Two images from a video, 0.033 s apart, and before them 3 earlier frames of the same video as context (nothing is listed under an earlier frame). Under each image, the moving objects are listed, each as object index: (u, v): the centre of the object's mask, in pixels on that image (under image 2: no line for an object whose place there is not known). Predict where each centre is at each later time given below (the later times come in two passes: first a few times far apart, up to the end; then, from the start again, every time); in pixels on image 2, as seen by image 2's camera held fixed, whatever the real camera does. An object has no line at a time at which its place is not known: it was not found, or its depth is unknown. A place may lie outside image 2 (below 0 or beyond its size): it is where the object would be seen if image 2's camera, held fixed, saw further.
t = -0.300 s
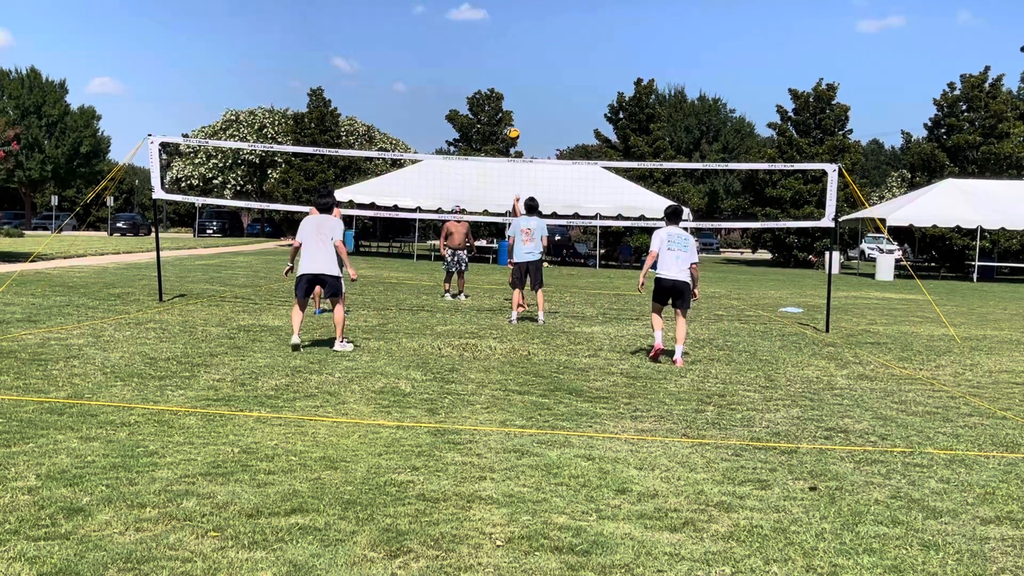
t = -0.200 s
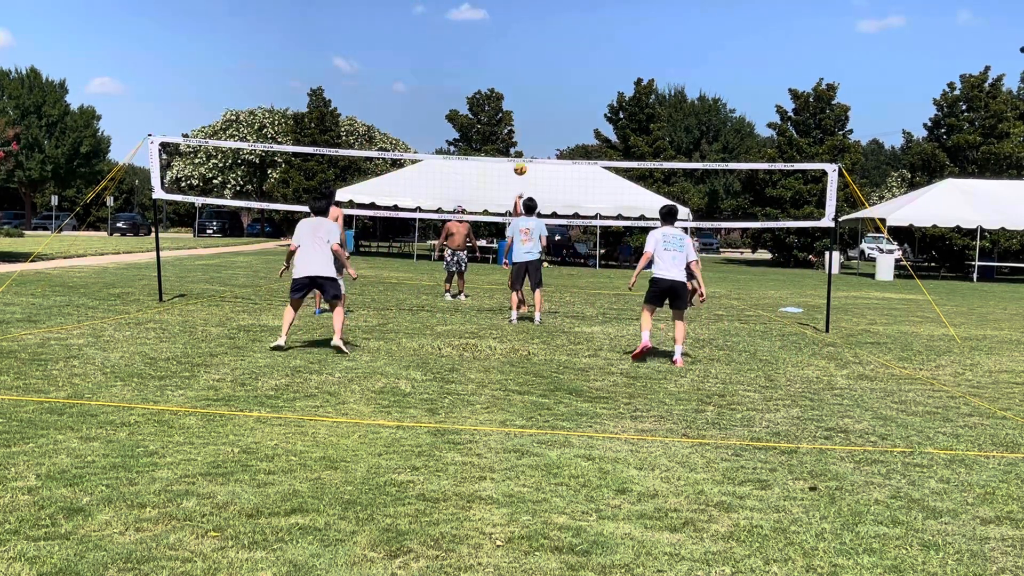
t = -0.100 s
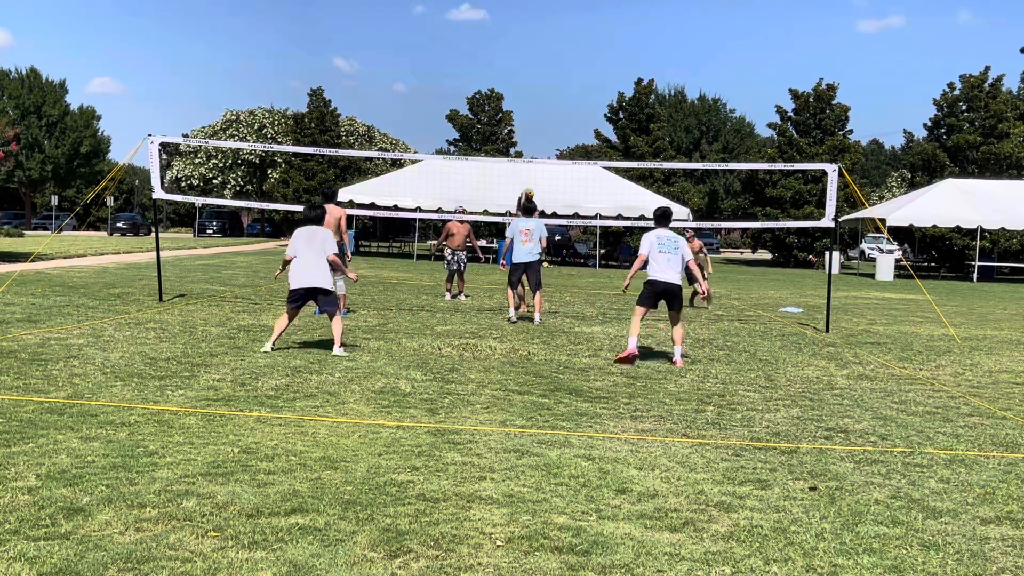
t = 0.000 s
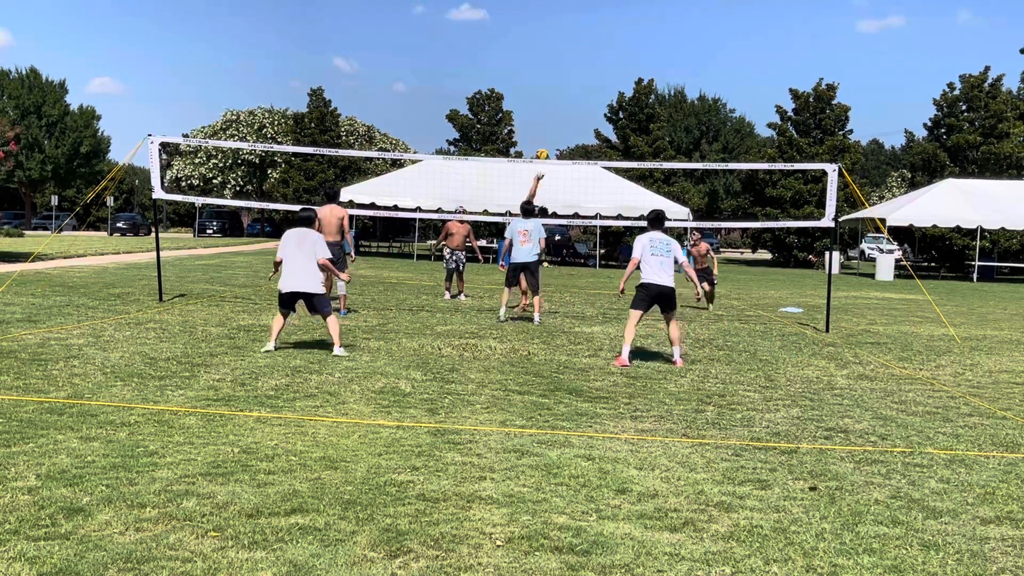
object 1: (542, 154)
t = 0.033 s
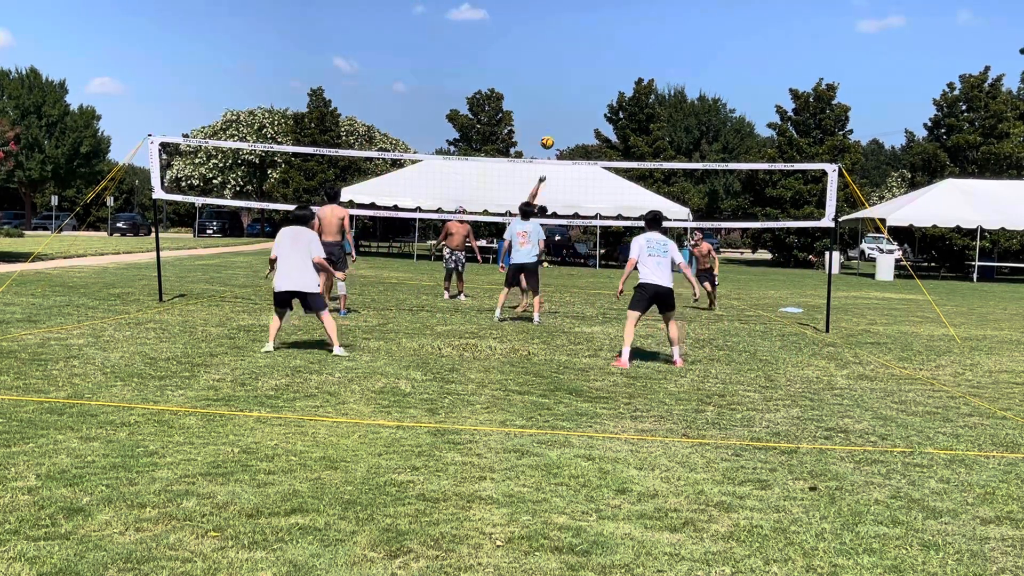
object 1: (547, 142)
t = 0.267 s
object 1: (582, 71)
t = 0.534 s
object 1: (621, 32)
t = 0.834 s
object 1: (664, 43)
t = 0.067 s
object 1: (552, 130)
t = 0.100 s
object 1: (557, 118)
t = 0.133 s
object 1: (562, 108)
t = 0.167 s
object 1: (567, 97)
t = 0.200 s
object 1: (572, 88)
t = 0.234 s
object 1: (577, 79)
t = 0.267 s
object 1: (582, 71)
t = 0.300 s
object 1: (587, 64)
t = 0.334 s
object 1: (591, 58)
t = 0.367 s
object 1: (597, 52)
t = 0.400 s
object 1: (601, 46)
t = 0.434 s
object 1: (606, 42)
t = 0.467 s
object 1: (611, 38)
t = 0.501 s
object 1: (616, 35)
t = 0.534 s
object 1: (621, 32)
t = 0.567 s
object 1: (626, 31)
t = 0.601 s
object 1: (631, 30)
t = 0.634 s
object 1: (636, 30)
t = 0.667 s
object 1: (641, 30)
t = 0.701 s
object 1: (645, 31)
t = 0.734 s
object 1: (650, 33)
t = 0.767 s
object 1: (655, 36)
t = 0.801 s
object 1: (659, 39)
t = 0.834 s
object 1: (664, 43)
